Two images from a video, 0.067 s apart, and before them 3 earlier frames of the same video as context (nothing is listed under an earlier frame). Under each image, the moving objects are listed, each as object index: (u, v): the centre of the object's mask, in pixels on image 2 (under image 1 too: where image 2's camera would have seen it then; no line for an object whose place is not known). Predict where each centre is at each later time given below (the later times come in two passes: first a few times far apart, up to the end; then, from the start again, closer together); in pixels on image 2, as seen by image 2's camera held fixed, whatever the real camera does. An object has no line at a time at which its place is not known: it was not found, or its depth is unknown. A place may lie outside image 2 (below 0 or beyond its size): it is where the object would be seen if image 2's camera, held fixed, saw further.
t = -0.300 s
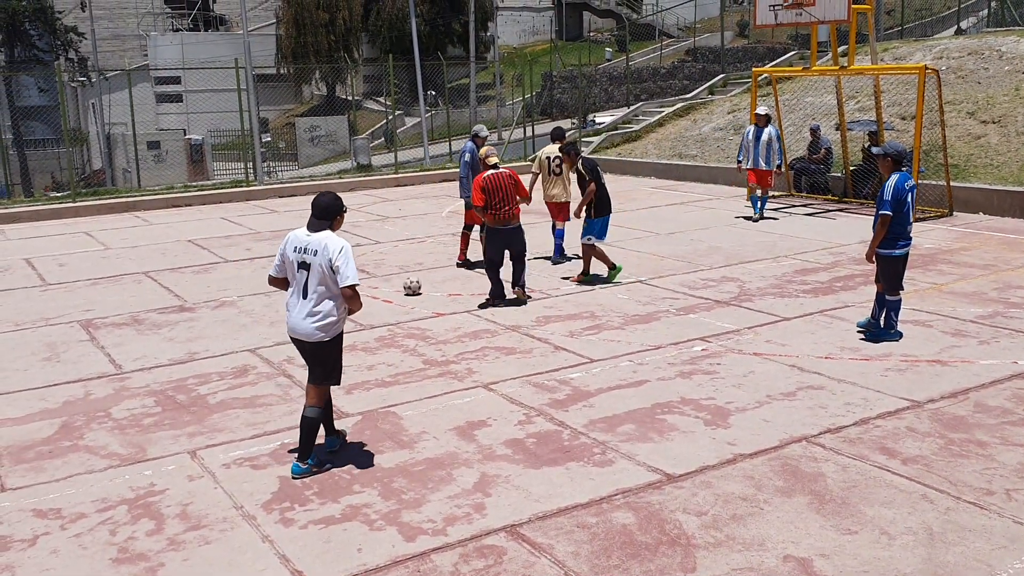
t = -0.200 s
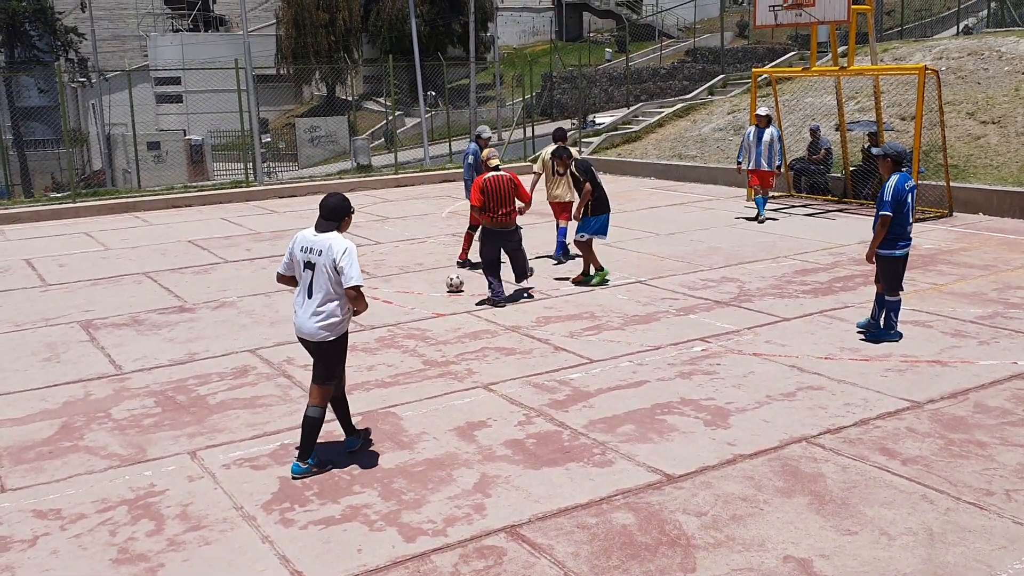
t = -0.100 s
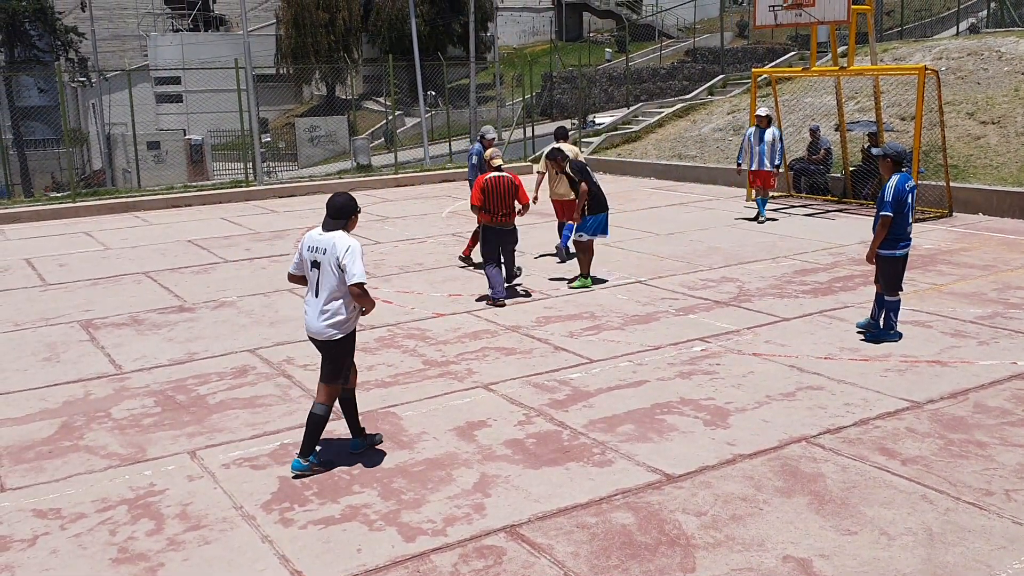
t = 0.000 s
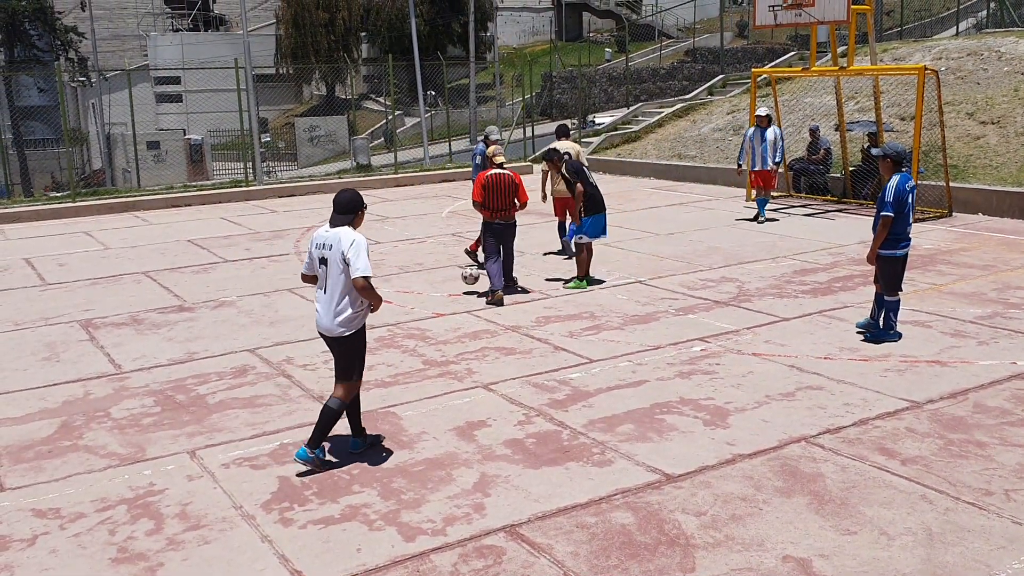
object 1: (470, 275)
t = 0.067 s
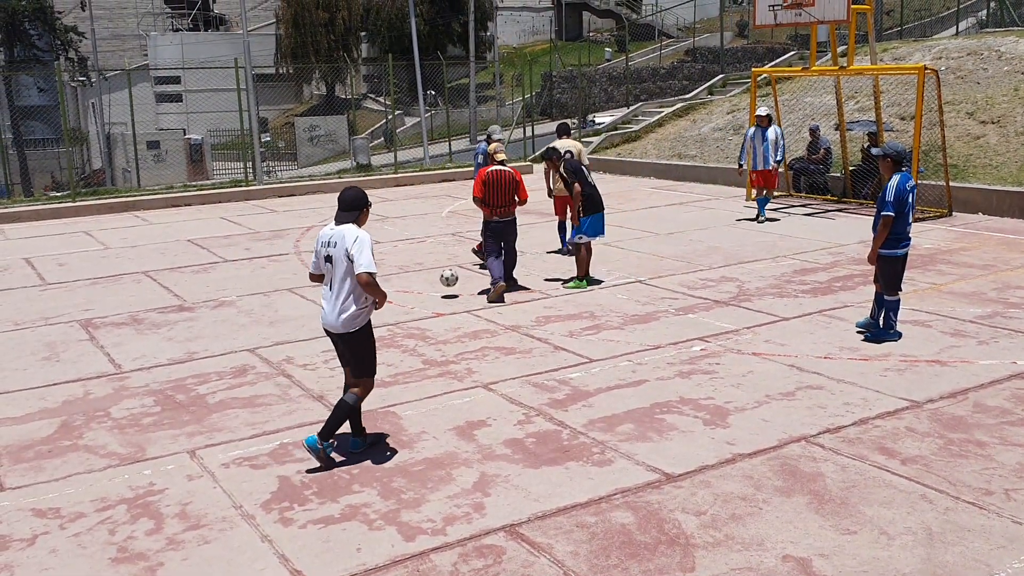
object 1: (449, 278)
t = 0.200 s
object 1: (406, 294)
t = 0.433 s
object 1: (349, 307)
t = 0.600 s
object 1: (330, 311)
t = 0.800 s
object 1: (305, 318)
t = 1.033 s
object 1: (274, 325)
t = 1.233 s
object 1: (247, 331)
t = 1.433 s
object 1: (220, 338)
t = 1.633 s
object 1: (190, 344)
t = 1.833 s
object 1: (160, 352)
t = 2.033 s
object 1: (130, 358)
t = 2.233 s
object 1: (100, 365)
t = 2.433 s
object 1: (70, 372)
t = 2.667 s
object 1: (34, 381)
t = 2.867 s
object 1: (3, 389)
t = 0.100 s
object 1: (438, 281)
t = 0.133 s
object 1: (427, 284)
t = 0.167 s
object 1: (416, 288)
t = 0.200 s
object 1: (406, 294)
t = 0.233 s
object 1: (398, 300)
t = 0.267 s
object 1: (390, 301)
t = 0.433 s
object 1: (349, 307)
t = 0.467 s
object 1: (347, 306)
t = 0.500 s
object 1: (343, 307)
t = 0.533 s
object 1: (339, 308)
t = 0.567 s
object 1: (334, 311)
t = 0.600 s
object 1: (330, 311)
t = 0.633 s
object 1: (326, 312)
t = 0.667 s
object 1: (322, 314)
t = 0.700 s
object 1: (317, 314)
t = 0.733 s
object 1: (314, 315)
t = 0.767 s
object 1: (309, 317)
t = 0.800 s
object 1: (305, 318)
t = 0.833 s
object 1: (301, 319)
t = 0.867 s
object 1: (296, 320)
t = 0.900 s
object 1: (292, 321)
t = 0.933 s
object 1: (288, 322)
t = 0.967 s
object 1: (283, 323)
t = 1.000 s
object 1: (279, 324)
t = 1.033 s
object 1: (274, 325)
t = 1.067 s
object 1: (270, 326)
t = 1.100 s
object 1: (265, 327)
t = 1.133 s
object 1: (261, 328)
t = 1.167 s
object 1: (256, 329)
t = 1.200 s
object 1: (252, 330)
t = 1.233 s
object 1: (247, 331)
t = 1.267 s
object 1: (242, 332)
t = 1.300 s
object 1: (238, 333)
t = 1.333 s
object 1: (233, 334)
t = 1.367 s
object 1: (229, 336)
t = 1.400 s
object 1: (224, 337)
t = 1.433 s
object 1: (220, 338)
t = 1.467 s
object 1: (214, 339)
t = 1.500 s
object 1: (209, 340)
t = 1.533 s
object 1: (205, 342)
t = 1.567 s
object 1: (200, 343)
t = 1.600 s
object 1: (195, 344)
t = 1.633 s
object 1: (190, 344)
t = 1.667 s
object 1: (185, 346)
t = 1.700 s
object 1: (180, 347)
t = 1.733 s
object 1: (175, 348)
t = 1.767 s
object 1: (170, 349)
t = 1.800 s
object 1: (165, 350)
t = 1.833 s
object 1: (160, 352)
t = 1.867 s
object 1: (155, 353)
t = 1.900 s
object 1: (150, 353)
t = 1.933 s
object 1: (145, 354)
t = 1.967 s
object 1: (140, 356)
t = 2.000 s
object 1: (135, 357)
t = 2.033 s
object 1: (130, 358)
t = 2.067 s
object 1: (125, 359)
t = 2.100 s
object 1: (120, 361)
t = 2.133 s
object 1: (115, 361)
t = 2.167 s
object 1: (110, 362)
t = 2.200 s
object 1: (105, 364)
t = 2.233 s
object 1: (100, 365)
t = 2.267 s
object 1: (95, 366)
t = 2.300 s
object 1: (90, 368)
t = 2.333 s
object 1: (85, 369)
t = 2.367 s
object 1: (81, 370)
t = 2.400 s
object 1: (75, 371)
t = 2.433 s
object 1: (70, 372)
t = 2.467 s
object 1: (65, 374)
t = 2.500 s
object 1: (60, 375)
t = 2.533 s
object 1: (55, 376)
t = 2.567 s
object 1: (50, 377)
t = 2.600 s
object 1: (45, 379)
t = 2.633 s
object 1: (40, 380)
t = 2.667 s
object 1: (34, 381)
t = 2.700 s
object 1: (29, 382)
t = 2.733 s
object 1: (24, 383)
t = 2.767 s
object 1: (19, 385)
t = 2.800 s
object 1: (13, 386)
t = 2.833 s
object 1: (8, 388)
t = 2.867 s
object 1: (3, 389)
